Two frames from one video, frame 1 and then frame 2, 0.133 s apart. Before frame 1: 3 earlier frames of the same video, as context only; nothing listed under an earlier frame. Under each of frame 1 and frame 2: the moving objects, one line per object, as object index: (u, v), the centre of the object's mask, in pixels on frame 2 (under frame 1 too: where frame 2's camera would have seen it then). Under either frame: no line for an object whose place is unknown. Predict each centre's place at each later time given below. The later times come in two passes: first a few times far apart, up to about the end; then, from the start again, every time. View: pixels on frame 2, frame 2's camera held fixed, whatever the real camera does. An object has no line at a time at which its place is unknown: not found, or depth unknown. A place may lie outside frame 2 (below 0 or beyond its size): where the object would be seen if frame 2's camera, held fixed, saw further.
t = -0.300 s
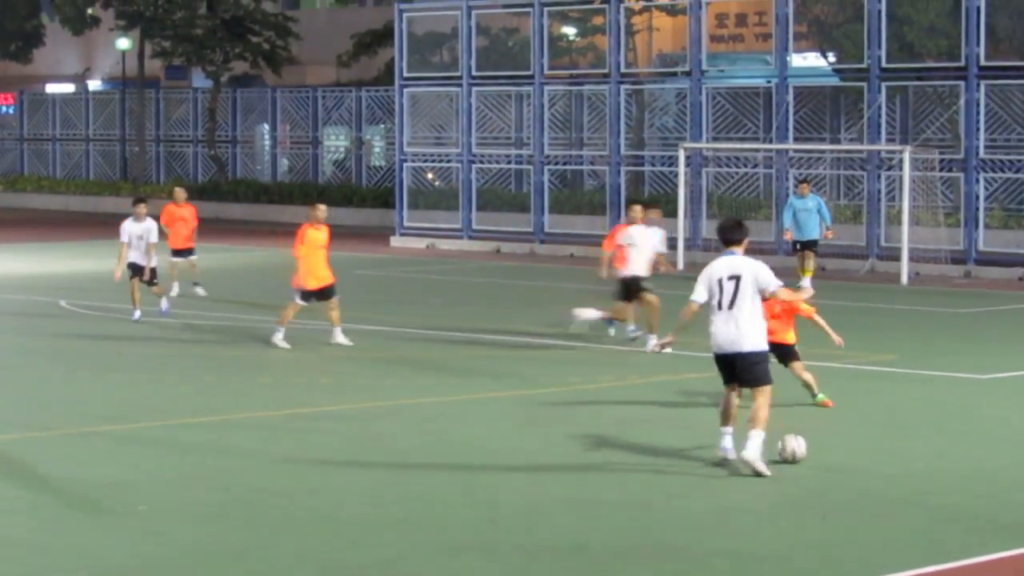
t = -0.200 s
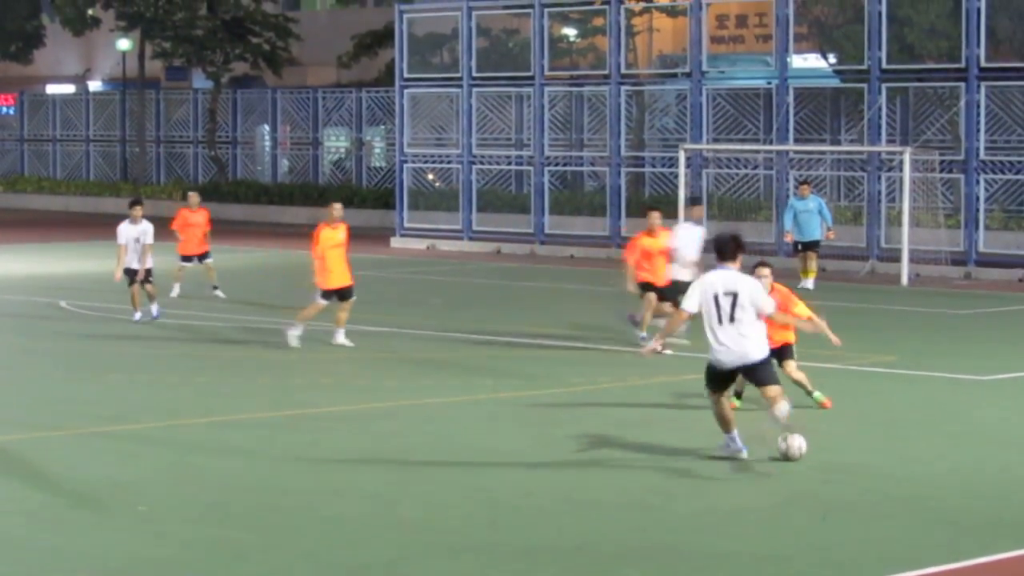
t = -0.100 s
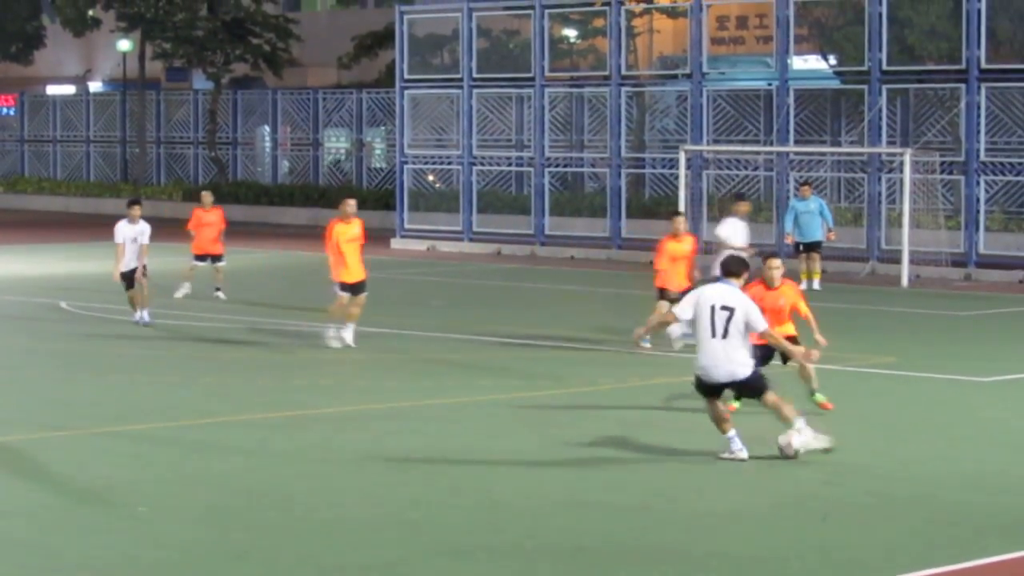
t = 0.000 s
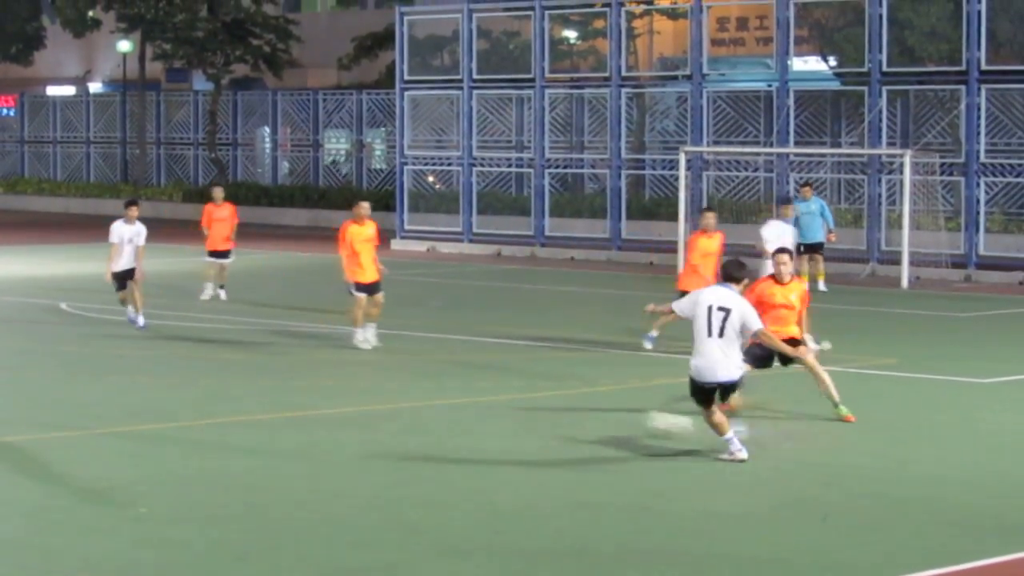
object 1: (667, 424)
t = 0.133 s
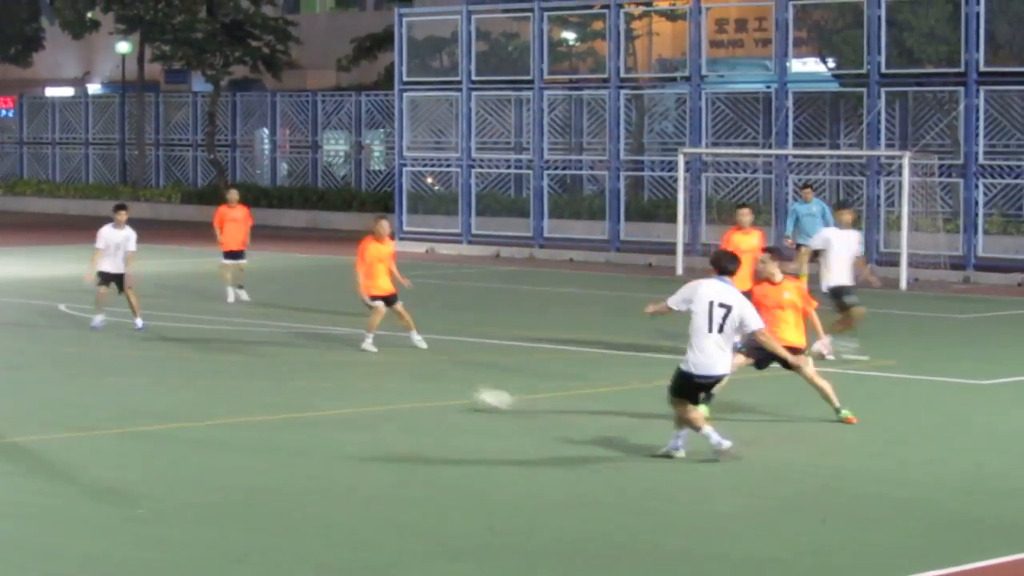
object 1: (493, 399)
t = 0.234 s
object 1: (391, 384)
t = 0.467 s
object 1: (218, 357)
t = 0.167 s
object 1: (458, 393)
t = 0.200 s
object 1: (423, 389)
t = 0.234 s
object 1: (391, 384)
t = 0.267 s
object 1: (360, 379)
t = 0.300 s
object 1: (333, 374)
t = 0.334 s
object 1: (308, 369)
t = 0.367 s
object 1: (285, 367)
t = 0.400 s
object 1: (259, 362)
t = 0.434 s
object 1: (238, 360)
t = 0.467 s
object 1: (218, 357)
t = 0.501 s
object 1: (198, 354)
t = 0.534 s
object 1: (181, 352)
